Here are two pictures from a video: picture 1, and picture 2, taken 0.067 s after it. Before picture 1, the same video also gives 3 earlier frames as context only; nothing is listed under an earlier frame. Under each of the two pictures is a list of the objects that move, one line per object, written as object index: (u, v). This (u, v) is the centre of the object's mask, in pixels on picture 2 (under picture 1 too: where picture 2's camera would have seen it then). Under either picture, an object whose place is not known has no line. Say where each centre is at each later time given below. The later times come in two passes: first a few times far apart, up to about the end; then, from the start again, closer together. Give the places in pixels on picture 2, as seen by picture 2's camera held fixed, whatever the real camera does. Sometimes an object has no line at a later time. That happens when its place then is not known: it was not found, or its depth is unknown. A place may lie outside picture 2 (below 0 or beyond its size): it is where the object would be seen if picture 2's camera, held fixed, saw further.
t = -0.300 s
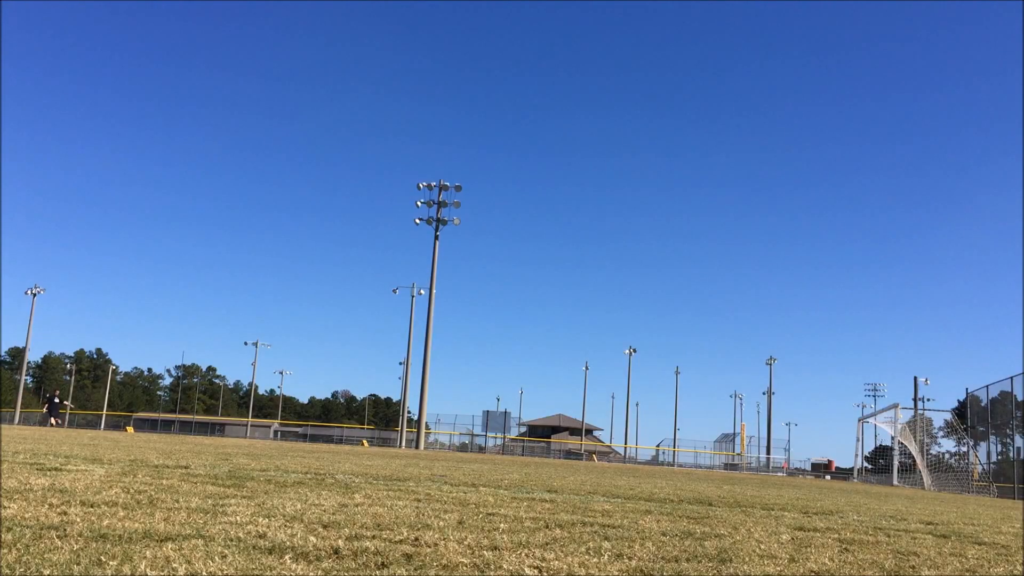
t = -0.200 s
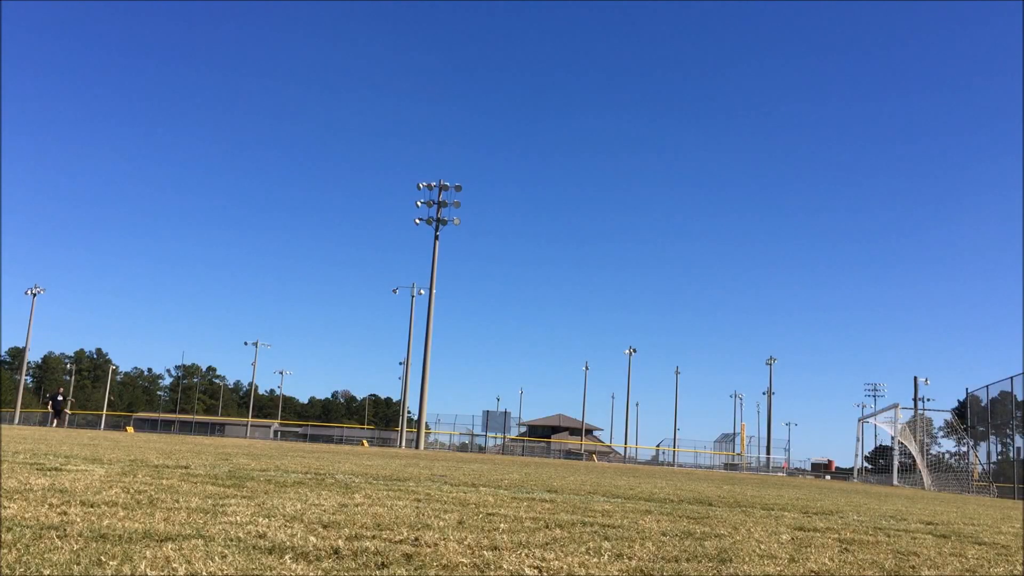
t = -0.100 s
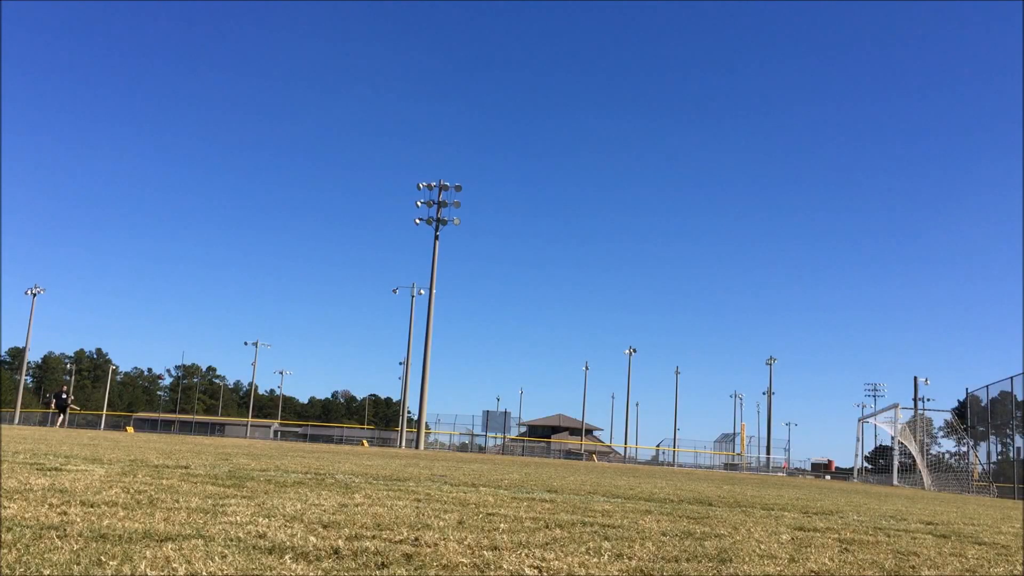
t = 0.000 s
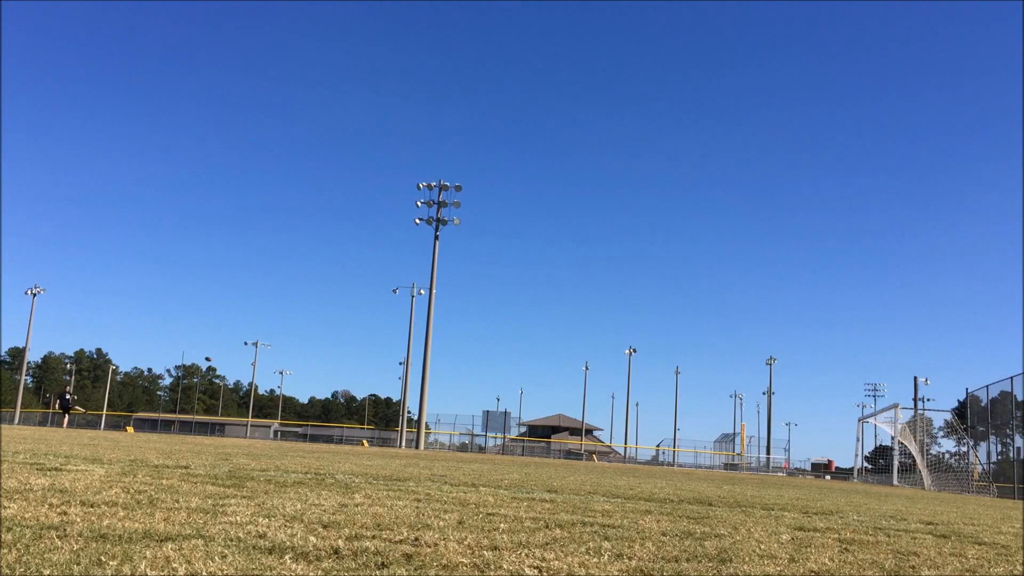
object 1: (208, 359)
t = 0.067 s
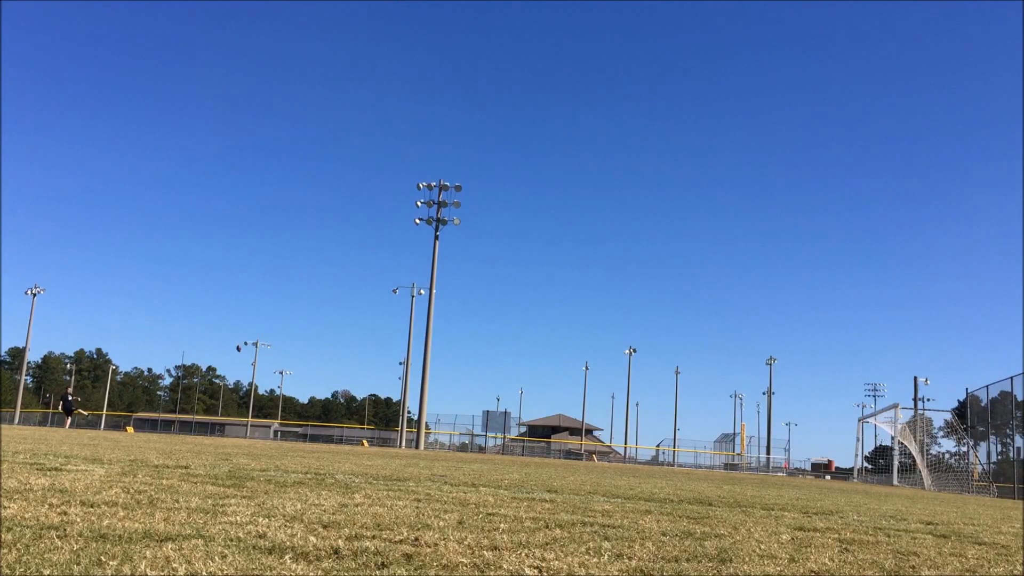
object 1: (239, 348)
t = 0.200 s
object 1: (297, 330)
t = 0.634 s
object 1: (472, 299)
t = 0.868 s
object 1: (559, 300)
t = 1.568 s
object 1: (816, 378)
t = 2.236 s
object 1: (753, 440)
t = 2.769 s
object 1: (701, 450)
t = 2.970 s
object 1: (696, 455)
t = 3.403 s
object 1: (677, 463)
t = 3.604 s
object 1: (669, 464)
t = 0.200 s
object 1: (297, 330)
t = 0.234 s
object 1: (311, 326)
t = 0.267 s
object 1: (325, 322)
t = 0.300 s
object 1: (339, 319)
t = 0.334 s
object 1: (353, 316)
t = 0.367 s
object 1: (367, 313)
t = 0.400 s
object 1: (380, 310)
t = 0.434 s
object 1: (394, 308)
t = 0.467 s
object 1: (407, 305)
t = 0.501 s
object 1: (420, 304)
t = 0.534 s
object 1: (433, 302)
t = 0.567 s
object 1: (446, 301)
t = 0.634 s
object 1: (472, 299)
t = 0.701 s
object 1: (497, 298)
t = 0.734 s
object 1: (510, 297)
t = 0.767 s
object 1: (522, 298)
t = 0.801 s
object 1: (534, 298)
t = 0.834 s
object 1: (547, 299)
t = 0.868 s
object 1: (559, 300)
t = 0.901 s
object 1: (572, 301)
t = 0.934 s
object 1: (584, 302)
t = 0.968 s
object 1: (596, 304)
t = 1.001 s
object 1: (609, 306)
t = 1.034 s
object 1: (621, 308)
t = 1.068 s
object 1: (633, 310)
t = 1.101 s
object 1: (645, 313)
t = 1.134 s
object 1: (657, 316)
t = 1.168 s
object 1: (670, 319)
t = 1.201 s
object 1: (682, 322)
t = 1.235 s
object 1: (694, 326)
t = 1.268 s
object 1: (706, 330)
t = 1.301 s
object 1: (718, 334)
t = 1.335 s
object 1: (730, 339)
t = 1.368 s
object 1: (743, 343)
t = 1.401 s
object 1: (755, 349)
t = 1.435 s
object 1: (768, 354)
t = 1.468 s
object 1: (776, 359)
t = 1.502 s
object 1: (791, 365)
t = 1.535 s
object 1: (803, 371)
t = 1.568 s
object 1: (816, 378)
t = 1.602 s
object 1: (828, 385)
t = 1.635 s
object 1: (841, 392)
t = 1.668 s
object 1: (853, 399)
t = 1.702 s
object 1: (864, 407)
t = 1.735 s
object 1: (870, 410)
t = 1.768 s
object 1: (863, 410)
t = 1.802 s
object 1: (855, 411)
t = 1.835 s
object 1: (847, 412)
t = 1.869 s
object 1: (839, 412)
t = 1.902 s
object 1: (831, 413)
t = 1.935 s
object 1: (823, 414)
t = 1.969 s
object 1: (815, 416)
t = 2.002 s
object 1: (807, 418)
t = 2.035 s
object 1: (799, 420)
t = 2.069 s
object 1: (791, 423)
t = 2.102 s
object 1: (785, 425)
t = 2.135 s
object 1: (776, 429)
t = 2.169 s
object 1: (769, 432)
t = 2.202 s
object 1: (761, 436)
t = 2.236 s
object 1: (753, 440)
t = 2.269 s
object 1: (745, 444)
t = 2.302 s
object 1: (738, 449)
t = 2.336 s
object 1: (731, 454)
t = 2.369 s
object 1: (723, 460)
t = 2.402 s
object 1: (716, 465)
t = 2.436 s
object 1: (710, 468)
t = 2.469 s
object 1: (710, 465)
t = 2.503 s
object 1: (708, 462)
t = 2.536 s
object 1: (707, 459)
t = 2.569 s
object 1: (707, 457)
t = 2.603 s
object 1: (706, 455)
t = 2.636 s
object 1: (705, 452)
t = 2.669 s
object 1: (704, 451)
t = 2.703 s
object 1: (703, 450)
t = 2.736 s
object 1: (702, 450)
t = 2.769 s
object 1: (701, 450)
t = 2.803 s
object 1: (700, 450)
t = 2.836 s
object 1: (699, 450)
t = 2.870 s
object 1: (698, 451)
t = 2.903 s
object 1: (697, 451)
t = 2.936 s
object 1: (696, 453)
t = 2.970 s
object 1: (696, 455)
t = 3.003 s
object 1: (694, 456)
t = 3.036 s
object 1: (693, 458)
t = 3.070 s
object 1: (692, 462)
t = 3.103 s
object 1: (691, 465)
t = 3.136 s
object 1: (689, 467)
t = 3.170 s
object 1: (687, 466)
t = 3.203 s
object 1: (686, 467)
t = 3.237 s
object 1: (684, 466)
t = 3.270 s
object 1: (682, 465)
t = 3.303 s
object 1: (680, 464)
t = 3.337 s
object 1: (679, 464)
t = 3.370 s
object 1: (678, 463)
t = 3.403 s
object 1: (677, 463)
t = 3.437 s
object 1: (675, 463)
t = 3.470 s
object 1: (675, 464)
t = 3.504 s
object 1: (673, 464)
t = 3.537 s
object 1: (672, 465)
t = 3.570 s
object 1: (669, 464)
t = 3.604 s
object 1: (669, 464)
